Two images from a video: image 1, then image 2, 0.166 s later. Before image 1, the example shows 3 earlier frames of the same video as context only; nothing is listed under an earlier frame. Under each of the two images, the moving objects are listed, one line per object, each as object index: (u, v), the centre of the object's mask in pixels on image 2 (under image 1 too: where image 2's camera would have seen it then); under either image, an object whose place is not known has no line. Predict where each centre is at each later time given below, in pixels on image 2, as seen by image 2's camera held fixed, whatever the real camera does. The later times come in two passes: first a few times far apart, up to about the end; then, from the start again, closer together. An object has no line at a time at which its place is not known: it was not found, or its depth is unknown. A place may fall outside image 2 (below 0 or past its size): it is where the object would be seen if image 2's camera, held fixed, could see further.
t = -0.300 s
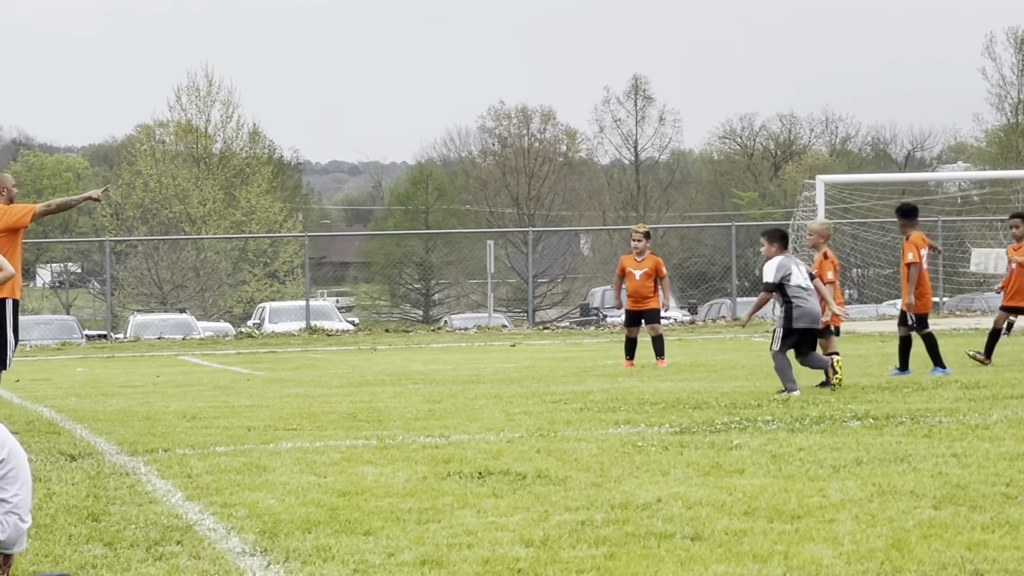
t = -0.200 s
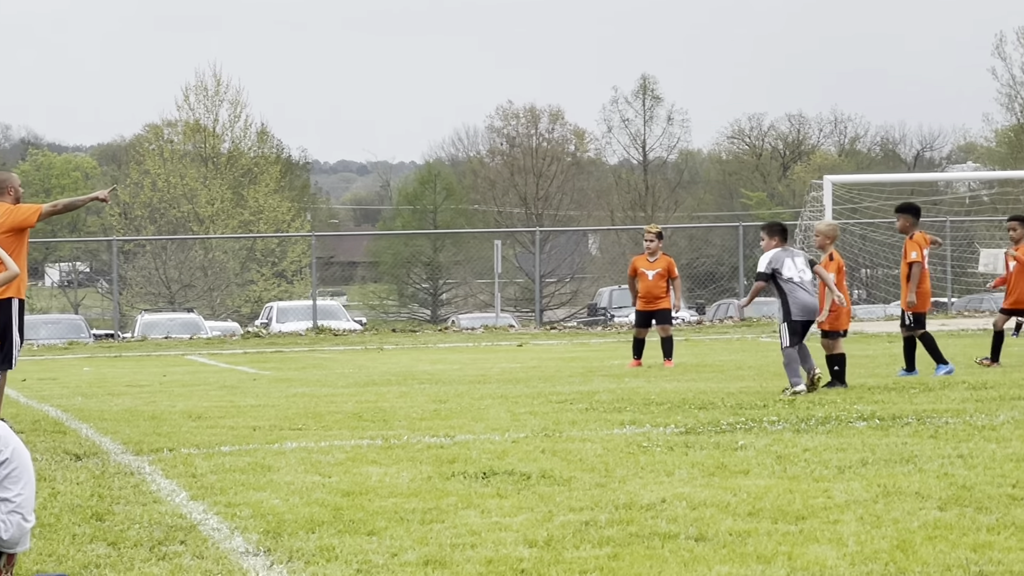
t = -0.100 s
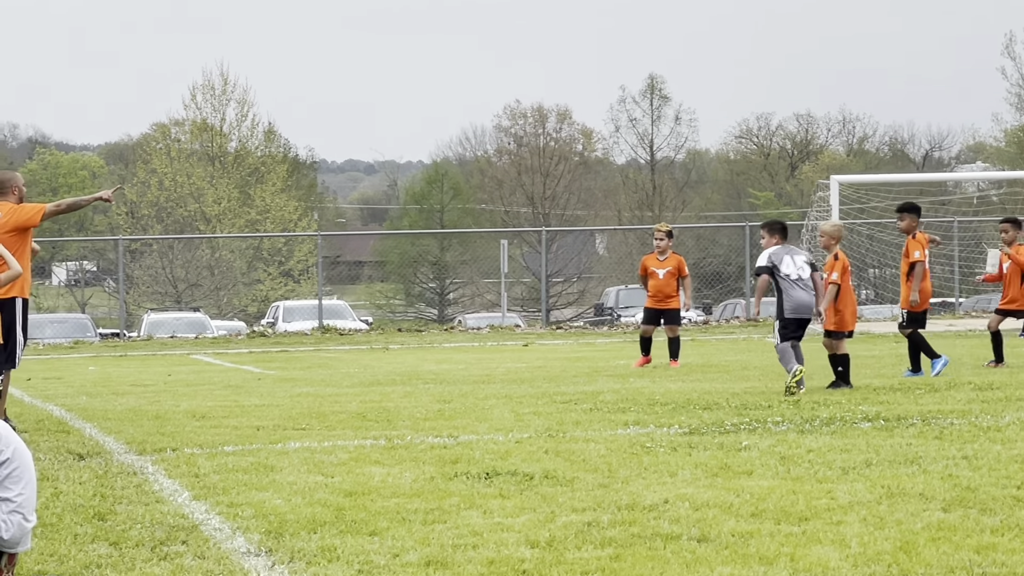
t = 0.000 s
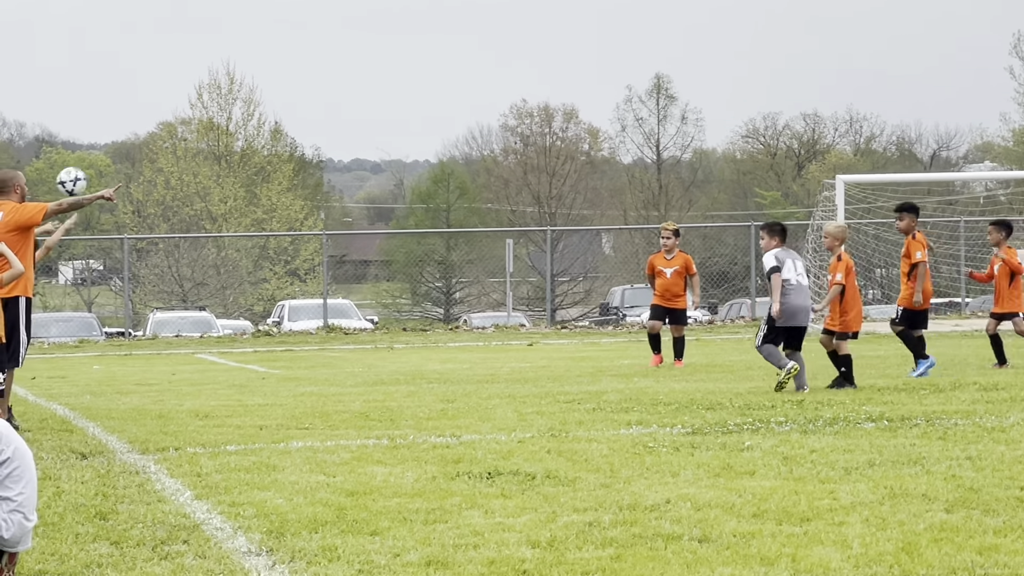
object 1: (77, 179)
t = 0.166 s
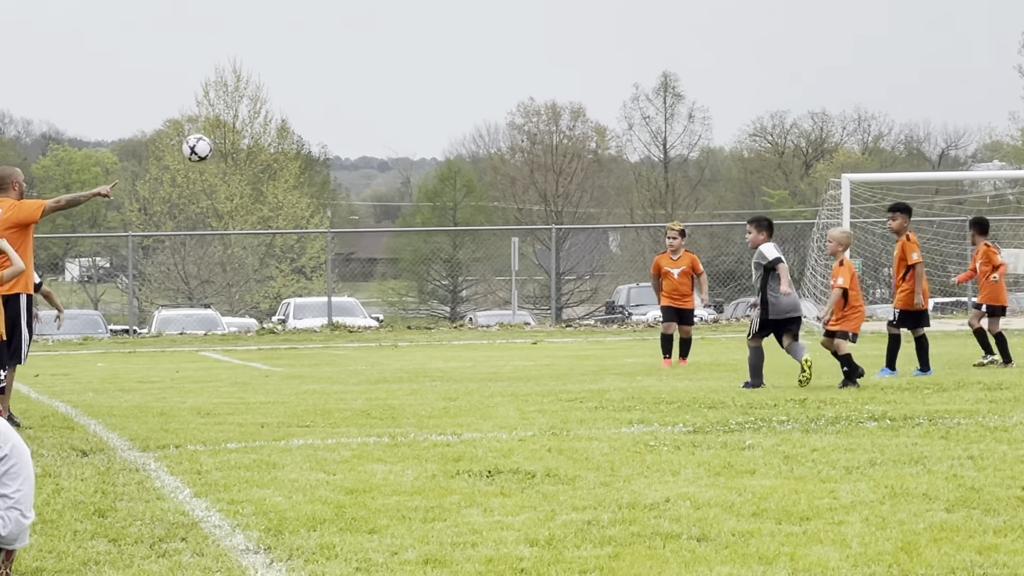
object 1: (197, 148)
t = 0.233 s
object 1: (243, 147)
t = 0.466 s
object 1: (394, 190)
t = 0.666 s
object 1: (514, 284)
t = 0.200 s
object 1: (220, 147)
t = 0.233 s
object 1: (243, 147)
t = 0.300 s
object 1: (287, 152)
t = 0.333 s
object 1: (309, 157)
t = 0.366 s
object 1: (330, 163)
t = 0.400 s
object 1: (351, 171)
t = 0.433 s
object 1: (373, 179)
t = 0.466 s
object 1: (394, 190)
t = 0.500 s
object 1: (414, 202)
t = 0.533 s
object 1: (435, 216)
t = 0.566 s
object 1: (454, 231)
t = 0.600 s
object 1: (475, 247)
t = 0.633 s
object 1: (494, 265)
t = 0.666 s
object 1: (514, 284)
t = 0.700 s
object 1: (533, 304)
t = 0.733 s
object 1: (553, 326)
